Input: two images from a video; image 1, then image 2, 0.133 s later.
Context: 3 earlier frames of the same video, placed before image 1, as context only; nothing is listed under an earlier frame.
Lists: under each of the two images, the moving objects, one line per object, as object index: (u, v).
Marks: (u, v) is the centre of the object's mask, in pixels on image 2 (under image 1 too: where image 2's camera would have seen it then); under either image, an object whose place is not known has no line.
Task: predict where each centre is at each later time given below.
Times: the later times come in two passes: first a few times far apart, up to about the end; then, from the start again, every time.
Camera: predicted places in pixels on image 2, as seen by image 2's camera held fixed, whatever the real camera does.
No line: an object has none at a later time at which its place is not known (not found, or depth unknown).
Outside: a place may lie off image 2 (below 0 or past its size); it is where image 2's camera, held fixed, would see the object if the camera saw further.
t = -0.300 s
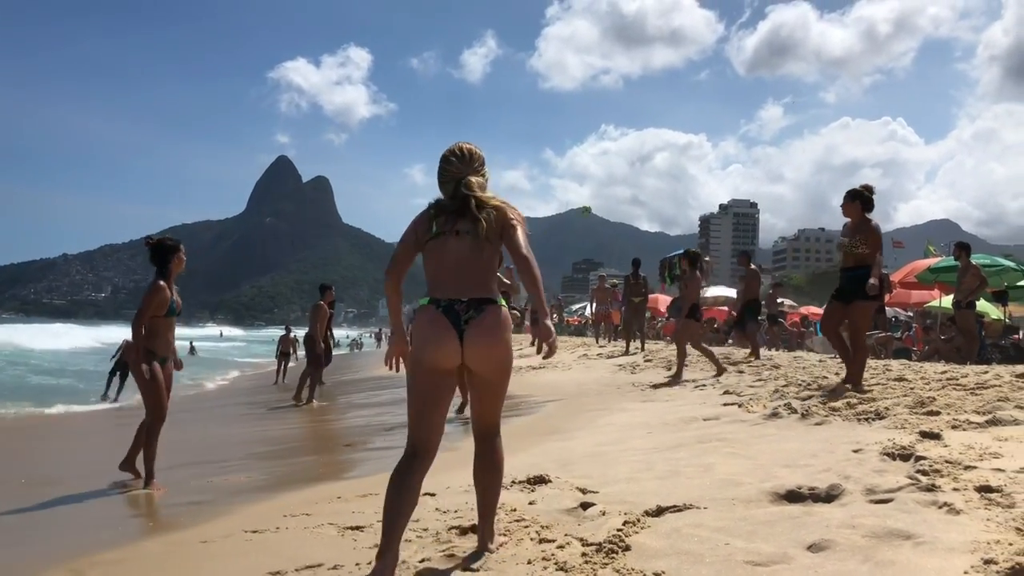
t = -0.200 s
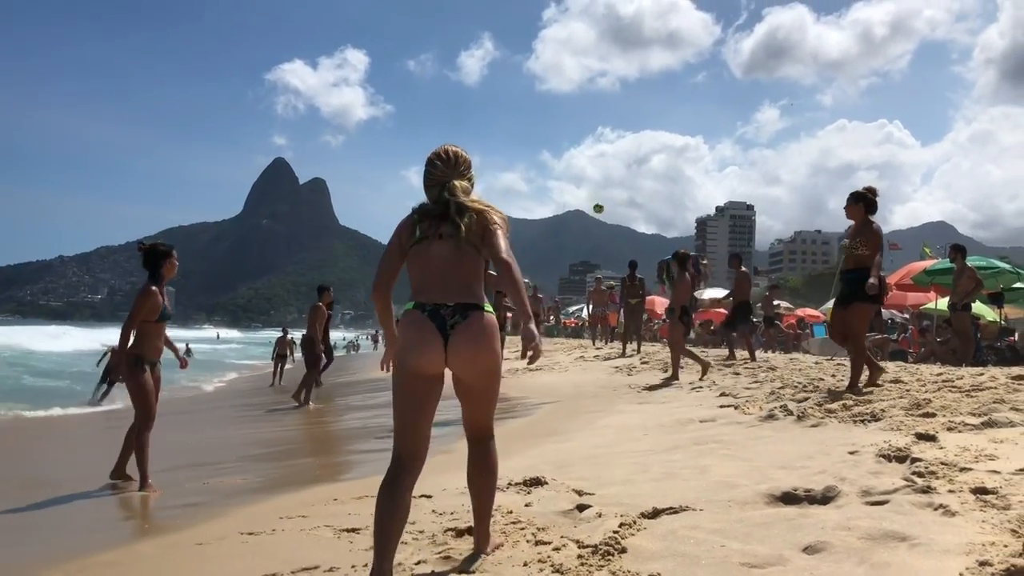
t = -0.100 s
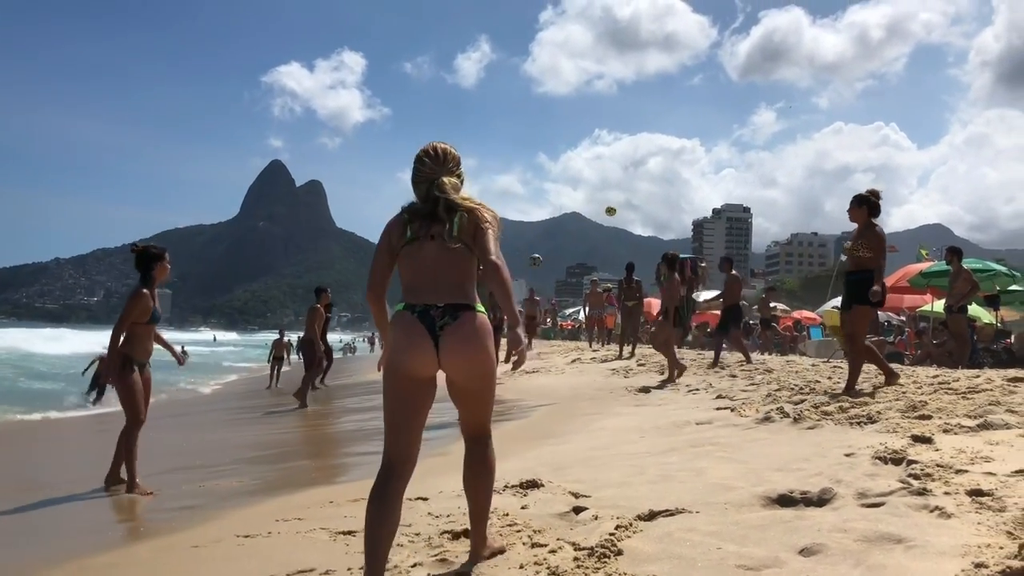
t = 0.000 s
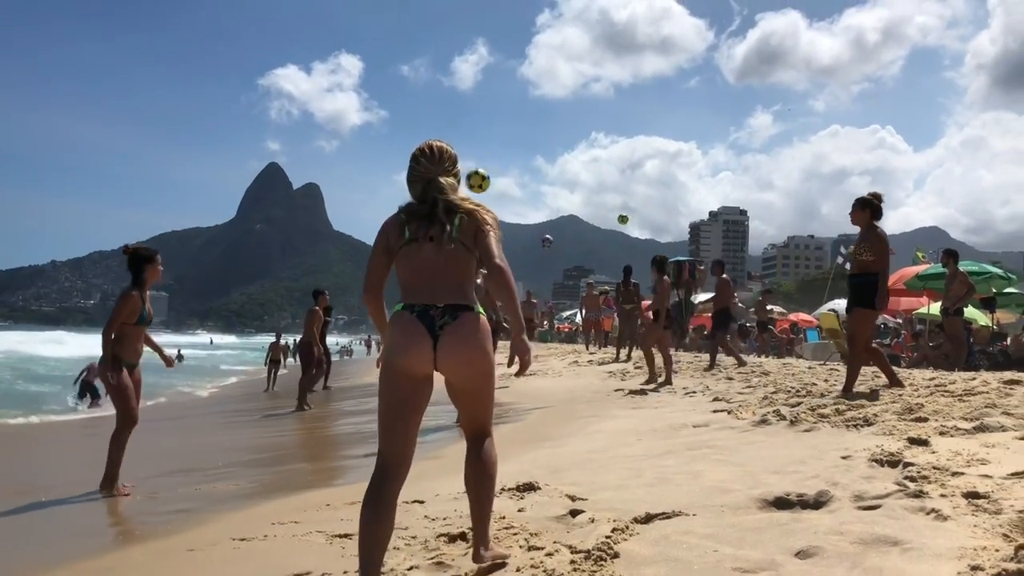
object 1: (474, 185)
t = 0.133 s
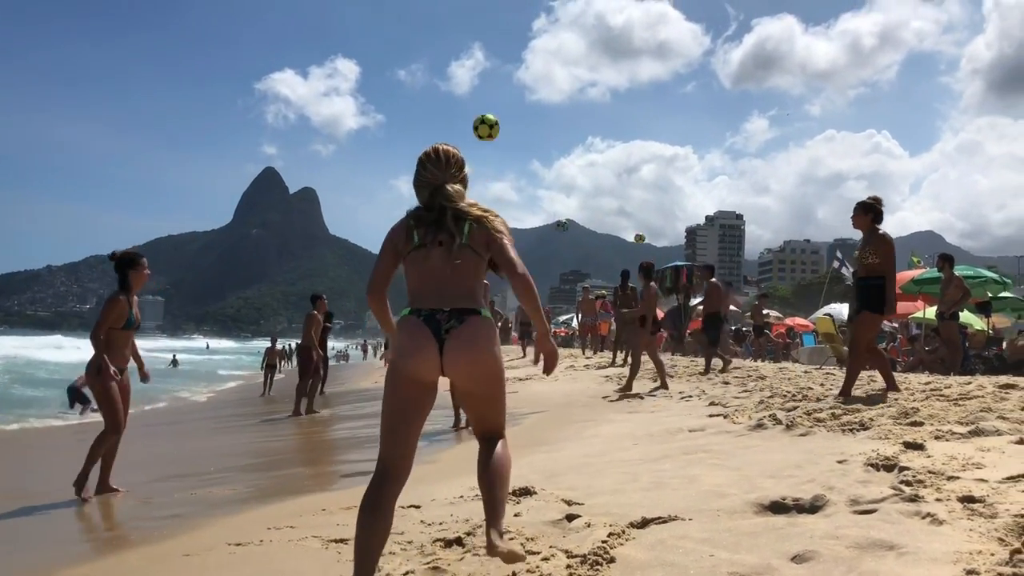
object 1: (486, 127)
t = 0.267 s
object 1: (499, 82)
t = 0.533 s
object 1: (532, 48)
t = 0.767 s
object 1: (574, 119)
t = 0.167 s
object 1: (489, 115)
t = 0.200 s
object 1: (493, 103)
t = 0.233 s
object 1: (496, 92)
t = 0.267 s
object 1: (499, 82)
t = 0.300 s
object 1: (503, 74)
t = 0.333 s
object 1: (507, 66)
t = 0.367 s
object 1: (510, 59)
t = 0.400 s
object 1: (515, 54)
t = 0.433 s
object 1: (519, 50)
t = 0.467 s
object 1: (523, 48)
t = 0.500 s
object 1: (528, 47)
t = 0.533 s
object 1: (532, 48)
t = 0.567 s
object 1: (537, 51)
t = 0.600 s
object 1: (543, 56)
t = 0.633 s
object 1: (548, 63)
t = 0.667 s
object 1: (554, 72)
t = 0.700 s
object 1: (561, 85)
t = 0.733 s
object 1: (567, 100)
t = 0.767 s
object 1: (574, 119)
